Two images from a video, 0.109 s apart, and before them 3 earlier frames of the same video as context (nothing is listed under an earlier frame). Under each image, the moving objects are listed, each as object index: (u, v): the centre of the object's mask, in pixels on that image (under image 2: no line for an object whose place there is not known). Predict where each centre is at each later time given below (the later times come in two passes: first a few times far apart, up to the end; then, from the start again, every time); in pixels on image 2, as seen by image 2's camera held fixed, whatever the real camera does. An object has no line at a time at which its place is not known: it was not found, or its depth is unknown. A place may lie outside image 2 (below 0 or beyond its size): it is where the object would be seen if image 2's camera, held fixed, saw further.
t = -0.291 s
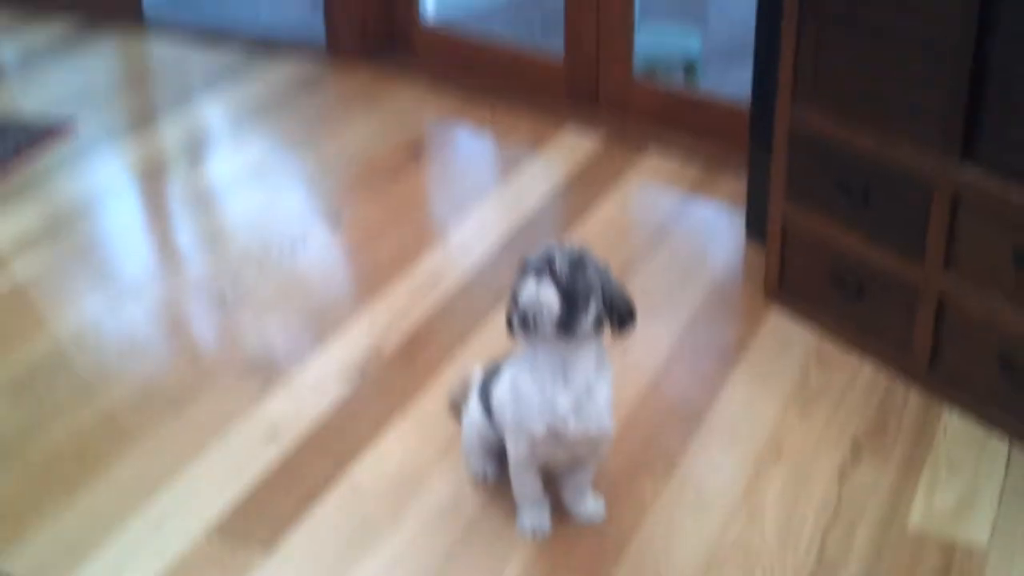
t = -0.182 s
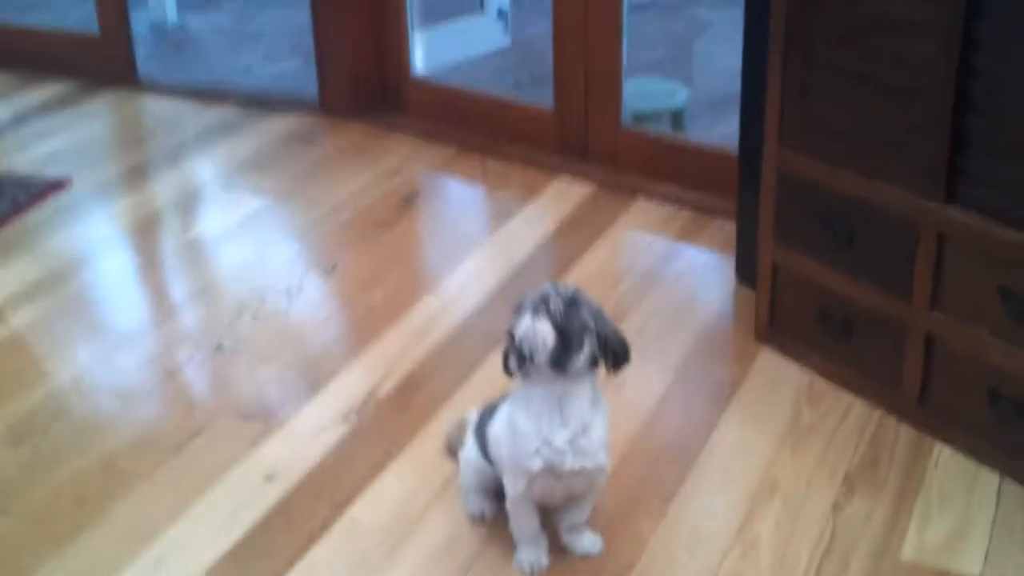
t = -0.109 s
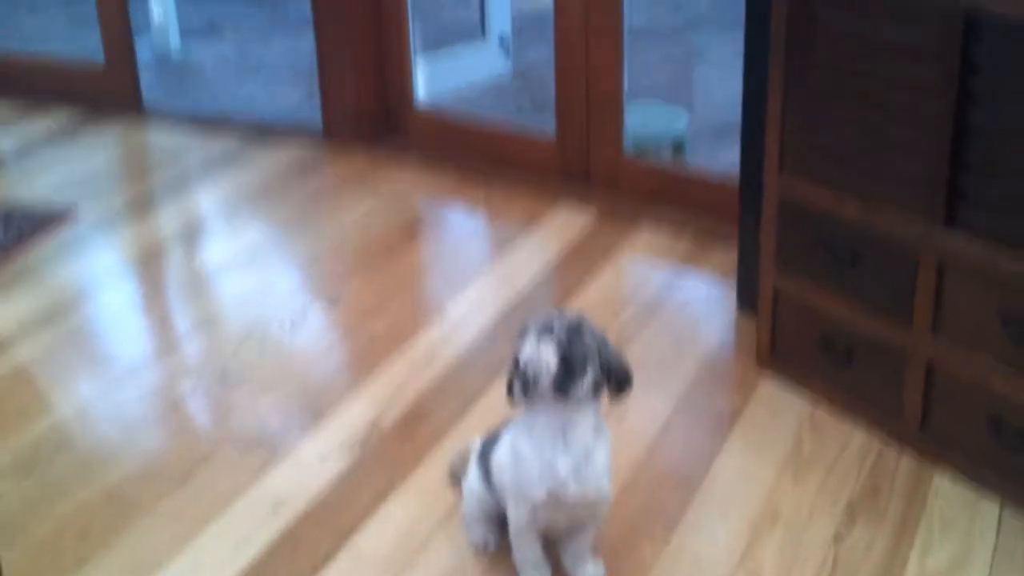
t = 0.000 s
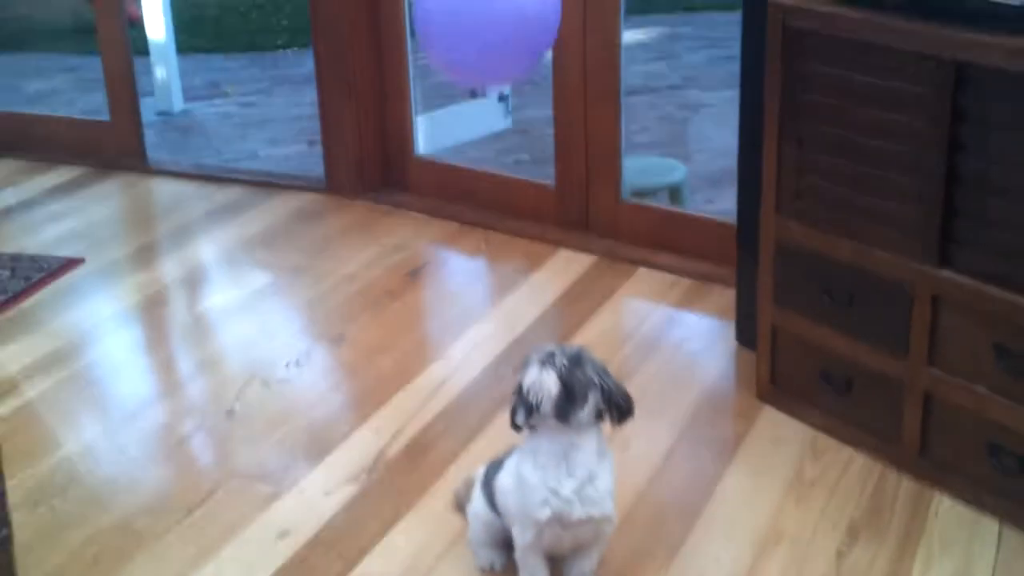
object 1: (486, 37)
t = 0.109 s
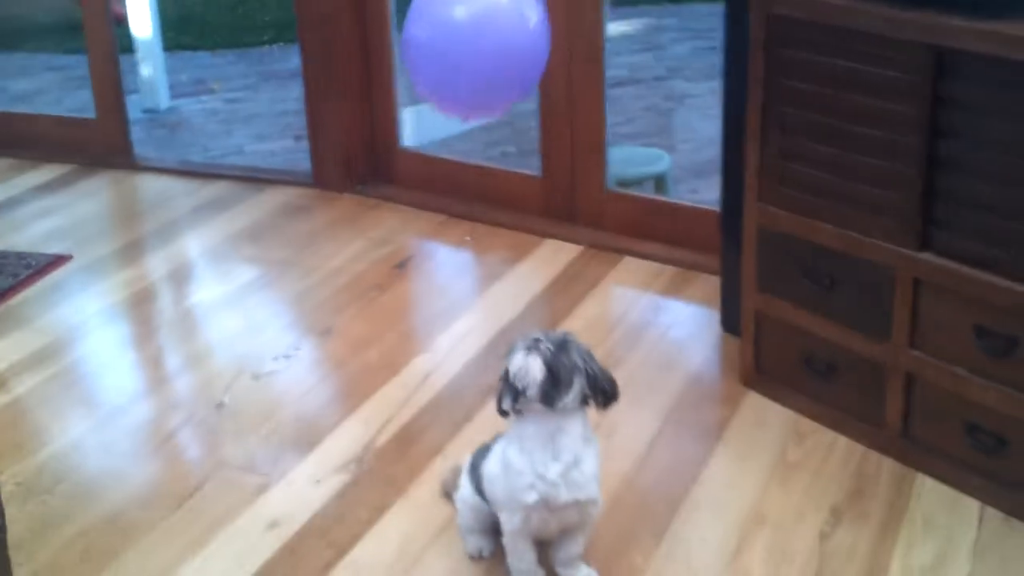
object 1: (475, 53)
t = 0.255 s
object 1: (480, 96)
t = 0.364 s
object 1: (481, 138)
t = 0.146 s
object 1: (475, 62)
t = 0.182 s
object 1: (477, 75)
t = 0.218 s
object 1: (478, 84)
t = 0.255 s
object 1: (480, 96)
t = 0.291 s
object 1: (480, 112)
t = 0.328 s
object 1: (480, 126)
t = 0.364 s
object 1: (481, 138)
